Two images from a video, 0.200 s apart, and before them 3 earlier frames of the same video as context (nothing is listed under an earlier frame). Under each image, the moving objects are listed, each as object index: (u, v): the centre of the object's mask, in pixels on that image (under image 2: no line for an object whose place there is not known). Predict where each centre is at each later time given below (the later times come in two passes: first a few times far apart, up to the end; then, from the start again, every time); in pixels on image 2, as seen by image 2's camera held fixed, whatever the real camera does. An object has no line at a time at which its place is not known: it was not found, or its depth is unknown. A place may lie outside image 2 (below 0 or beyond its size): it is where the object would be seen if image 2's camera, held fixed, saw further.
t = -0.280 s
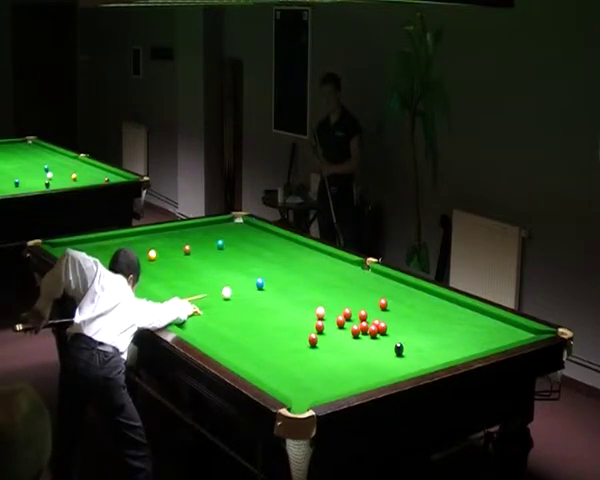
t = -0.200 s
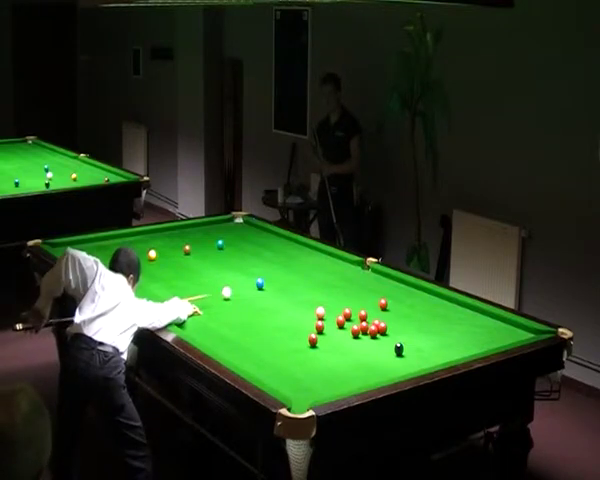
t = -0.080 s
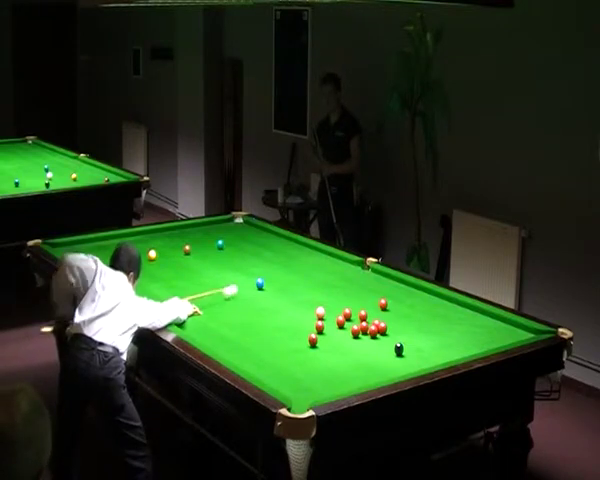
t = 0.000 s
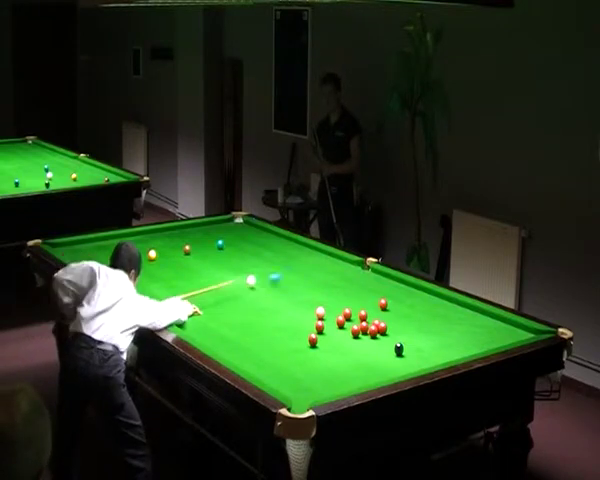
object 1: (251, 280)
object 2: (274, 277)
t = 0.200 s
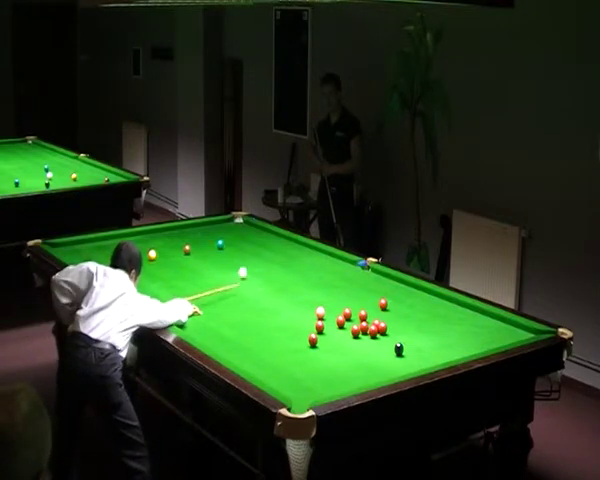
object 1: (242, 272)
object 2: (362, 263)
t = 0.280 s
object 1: (243, 268)
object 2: (363, 261)
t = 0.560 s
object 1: (254, 253)
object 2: (371, 272)
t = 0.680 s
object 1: (260, 246)
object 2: (373, 278)
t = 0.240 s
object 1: (242, 270)
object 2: (366, 263)
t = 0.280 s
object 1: (243, 268)
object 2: (363, 261)
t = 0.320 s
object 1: (243, 266)
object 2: (364, 259)
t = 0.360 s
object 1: (244, 264)
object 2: (366, 259)
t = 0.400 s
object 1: (246, 261)
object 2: (367, 261)
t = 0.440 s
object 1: (248, 259)
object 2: (369, 266)
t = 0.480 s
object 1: (250, 257)
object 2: (370, 270)
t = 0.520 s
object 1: (252, 255)
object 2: (371, 270)
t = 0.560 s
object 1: (254, 253)
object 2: (371, 272)
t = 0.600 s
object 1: (256, 251)
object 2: (372, 274)
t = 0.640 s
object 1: (258, 248)
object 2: (372, 276)
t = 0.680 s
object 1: (260, 246)
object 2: (373, 278)
